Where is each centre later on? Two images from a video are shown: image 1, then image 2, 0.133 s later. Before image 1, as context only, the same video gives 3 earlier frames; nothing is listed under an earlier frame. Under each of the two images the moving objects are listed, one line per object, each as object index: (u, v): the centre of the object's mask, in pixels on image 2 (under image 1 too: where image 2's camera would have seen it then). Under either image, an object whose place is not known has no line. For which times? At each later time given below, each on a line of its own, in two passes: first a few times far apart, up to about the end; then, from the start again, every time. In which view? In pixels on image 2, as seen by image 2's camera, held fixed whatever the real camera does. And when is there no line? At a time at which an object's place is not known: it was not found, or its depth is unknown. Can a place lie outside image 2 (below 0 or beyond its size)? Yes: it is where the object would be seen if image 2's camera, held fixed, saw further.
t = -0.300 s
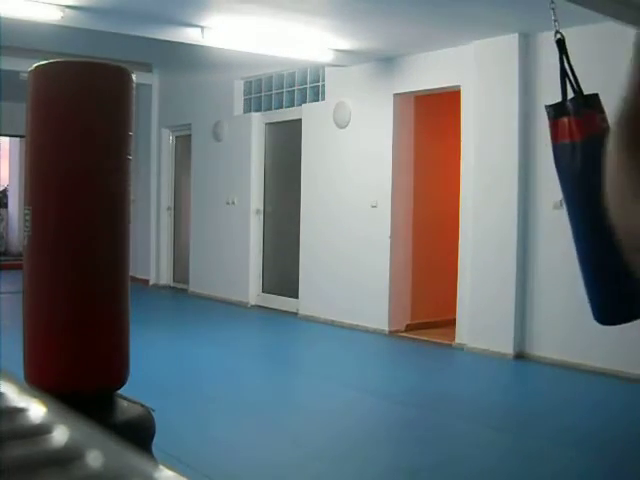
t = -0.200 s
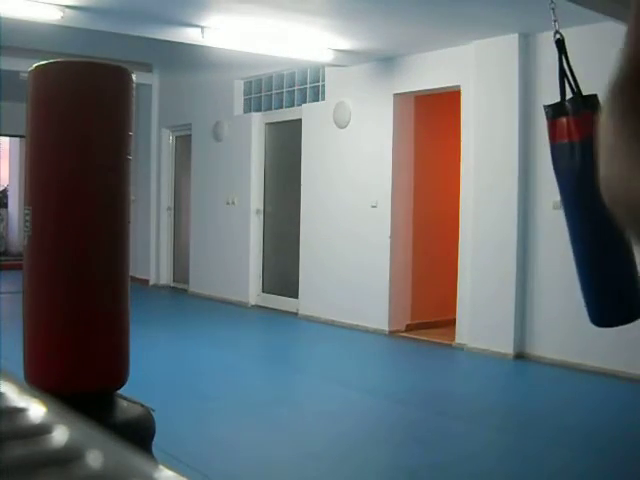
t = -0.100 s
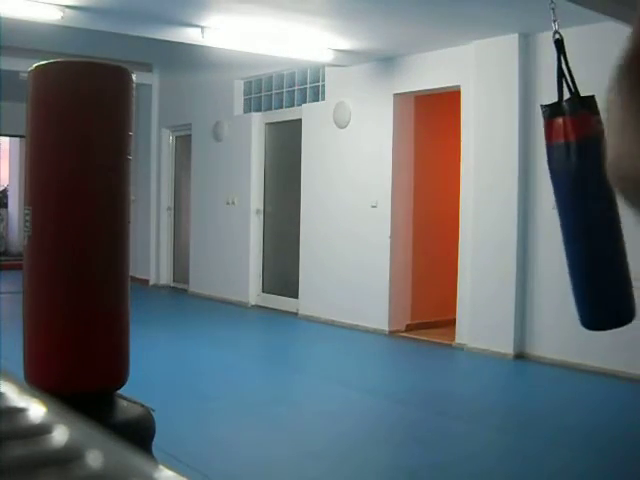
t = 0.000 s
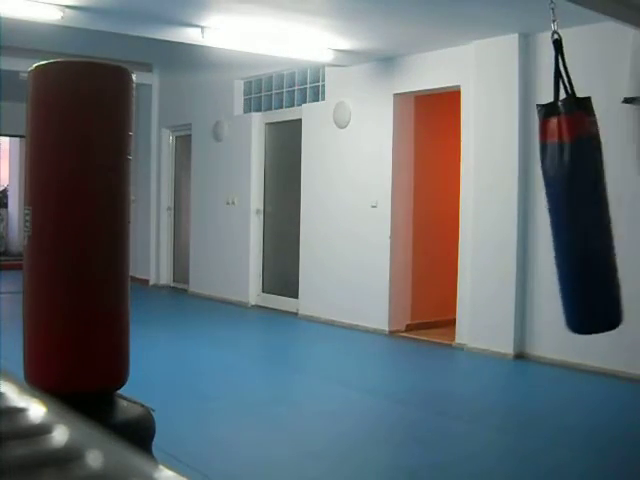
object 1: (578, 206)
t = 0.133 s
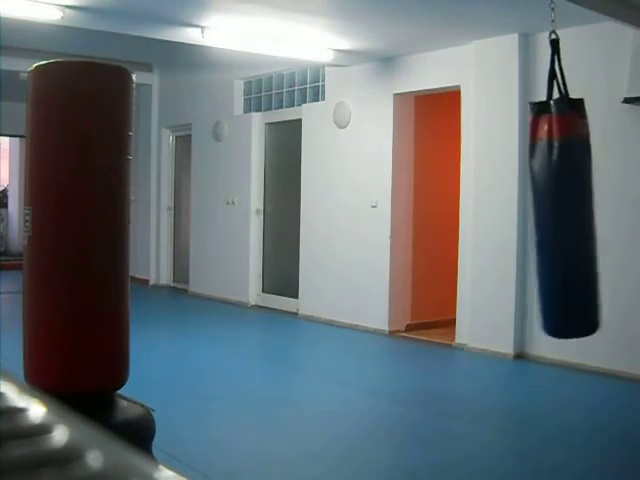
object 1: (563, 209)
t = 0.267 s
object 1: (546, 209)
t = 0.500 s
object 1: (517, 207)
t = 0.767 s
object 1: (500, 202)
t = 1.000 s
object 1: (504, 203)
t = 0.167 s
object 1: (559, 209)
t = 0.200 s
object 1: (554, 210)
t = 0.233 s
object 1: (550, 210)
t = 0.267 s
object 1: (546, 209)
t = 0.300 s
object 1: (541, 209)
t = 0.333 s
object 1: (537, 209)
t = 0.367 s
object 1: (533, 208)
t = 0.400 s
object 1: (529, 208)
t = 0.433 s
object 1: (524, 208)
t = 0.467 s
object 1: (521, 207)
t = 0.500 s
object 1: (517, 207)
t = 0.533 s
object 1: (513, 206)
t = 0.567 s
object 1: (510, 205)
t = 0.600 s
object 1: (508, 204)
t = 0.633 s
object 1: (505, 204)
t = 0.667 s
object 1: (503, 203)
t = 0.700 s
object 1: (502, 202)
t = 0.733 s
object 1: (501, 202)
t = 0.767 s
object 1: (500, 202)
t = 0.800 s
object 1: (499, 202)
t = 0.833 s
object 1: (499, 201)
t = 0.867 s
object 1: (499, 202)
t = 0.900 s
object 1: (500, 202)
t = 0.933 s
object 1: (501, 203)
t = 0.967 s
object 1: (502, 203)
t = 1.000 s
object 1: (504, 203)
